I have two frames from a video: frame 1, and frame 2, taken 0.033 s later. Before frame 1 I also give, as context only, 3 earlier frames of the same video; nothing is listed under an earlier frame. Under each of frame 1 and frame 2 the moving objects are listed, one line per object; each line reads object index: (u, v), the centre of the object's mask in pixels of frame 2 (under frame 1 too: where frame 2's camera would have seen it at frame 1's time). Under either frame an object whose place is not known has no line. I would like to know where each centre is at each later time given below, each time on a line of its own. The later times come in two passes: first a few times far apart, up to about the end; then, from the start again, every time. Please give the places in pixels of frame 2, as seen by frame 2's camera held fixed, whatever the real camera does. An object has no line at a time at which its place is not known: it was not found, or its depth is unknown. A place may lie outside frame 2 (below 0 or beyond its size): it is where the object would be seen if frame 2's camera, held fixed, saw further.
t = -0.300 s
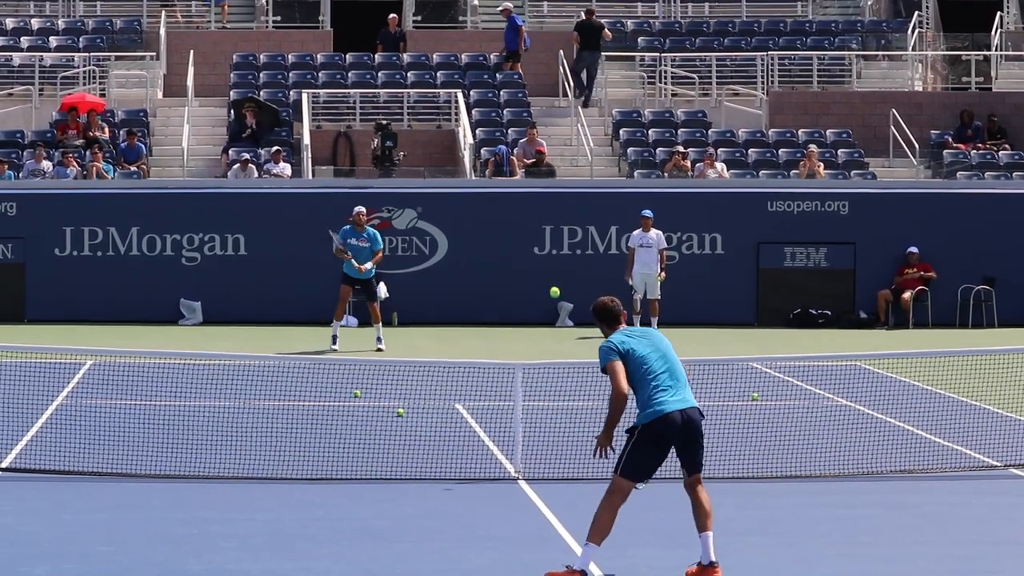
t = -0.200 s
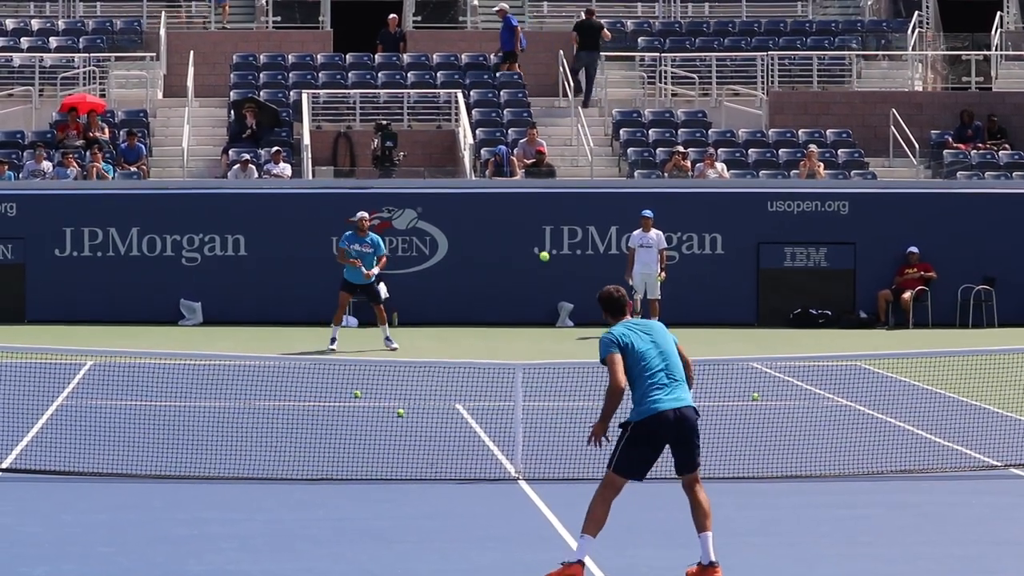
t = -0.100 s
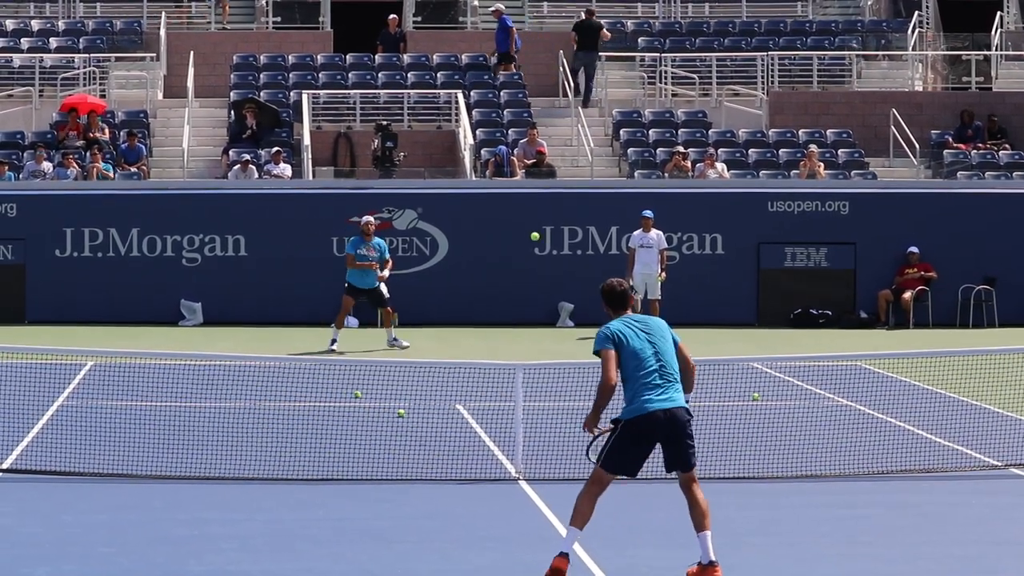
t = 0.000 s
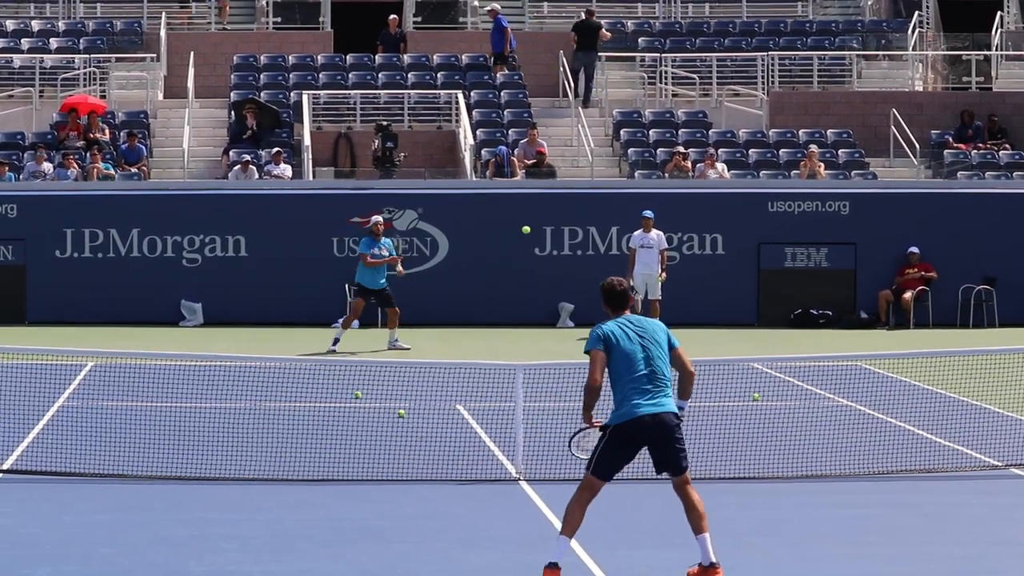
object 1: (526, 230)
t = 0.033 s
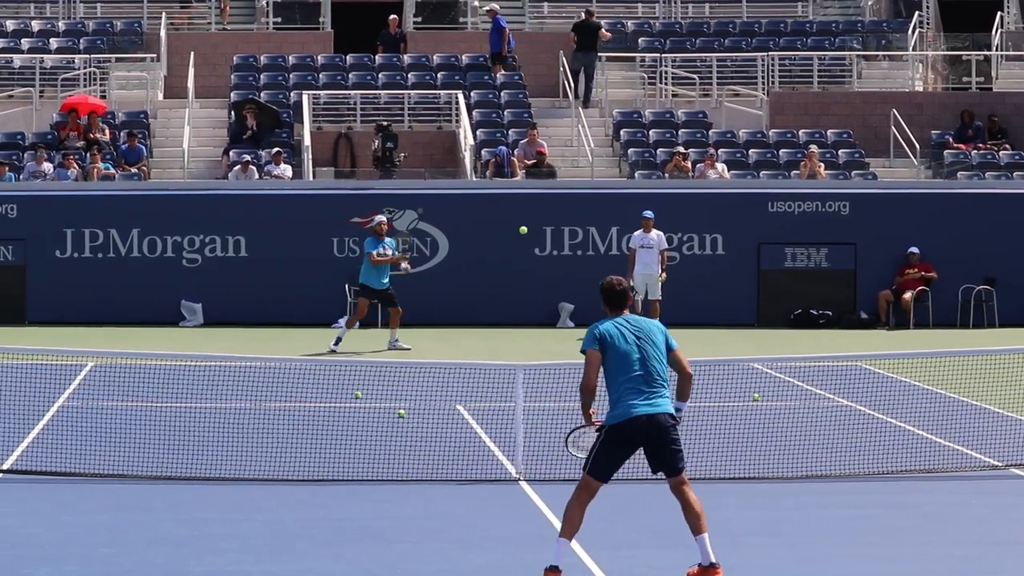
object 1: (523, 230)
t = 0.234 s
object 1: (509, 251)
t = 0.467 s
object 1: (494, 308)
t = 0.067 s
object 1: (520, 231)
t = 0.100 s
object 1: (518, 233)
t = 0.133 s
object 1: (515, 237)
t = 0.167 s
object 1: (513, 240)
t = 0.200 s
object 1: (510, 245)
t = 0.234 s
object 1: (509, 251)
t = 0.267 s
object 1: (506, 258)
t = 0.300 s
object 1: (504, 265)
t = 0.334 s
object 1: (502, 272)
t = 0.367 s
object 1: (500, 280)
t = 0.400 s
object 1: (498, 289)
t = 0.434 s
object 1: (496, 298)
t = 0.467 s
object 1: (494, 308)
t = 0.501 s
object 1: (493, 319)
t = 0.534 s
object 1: (492, 328)
